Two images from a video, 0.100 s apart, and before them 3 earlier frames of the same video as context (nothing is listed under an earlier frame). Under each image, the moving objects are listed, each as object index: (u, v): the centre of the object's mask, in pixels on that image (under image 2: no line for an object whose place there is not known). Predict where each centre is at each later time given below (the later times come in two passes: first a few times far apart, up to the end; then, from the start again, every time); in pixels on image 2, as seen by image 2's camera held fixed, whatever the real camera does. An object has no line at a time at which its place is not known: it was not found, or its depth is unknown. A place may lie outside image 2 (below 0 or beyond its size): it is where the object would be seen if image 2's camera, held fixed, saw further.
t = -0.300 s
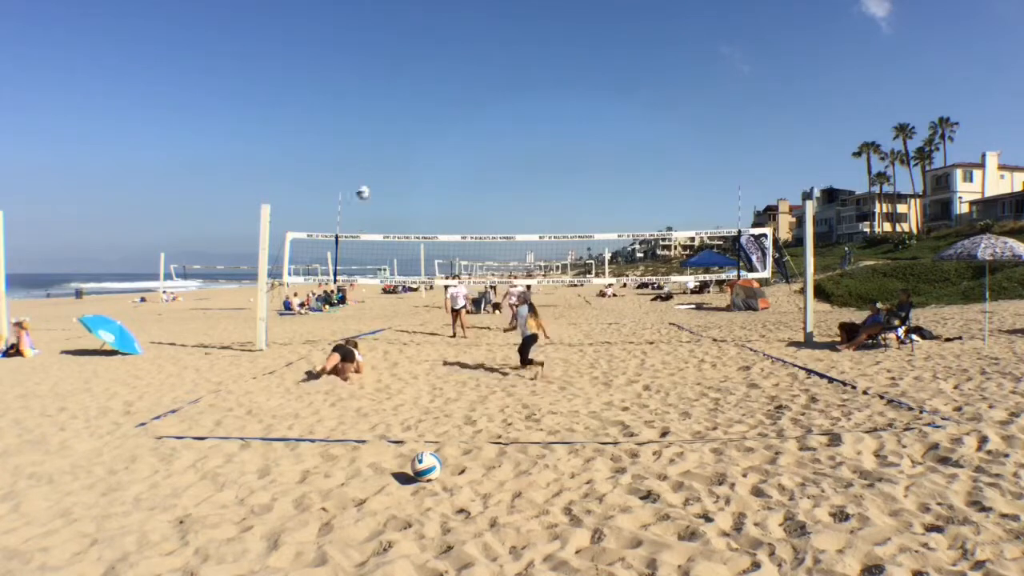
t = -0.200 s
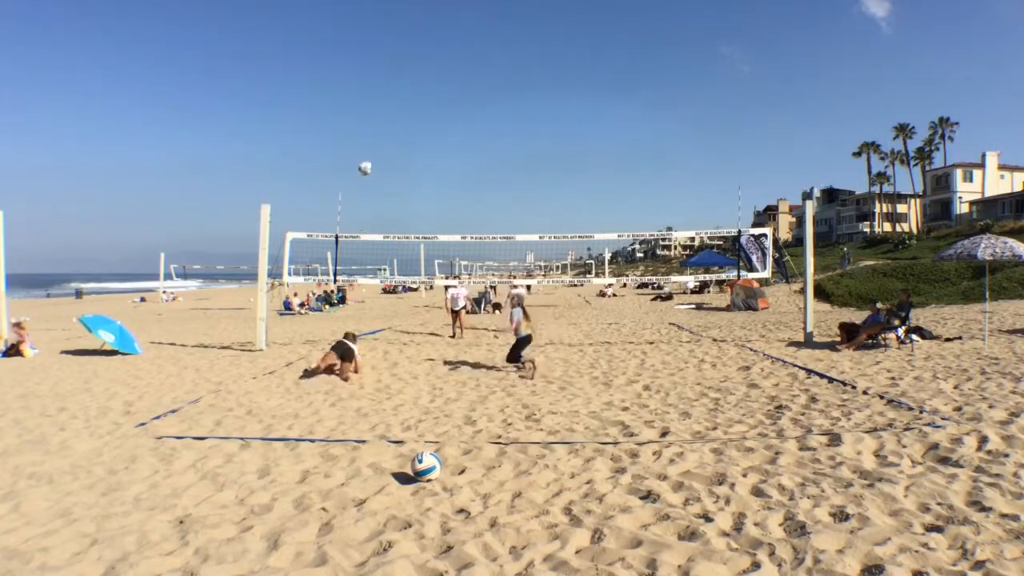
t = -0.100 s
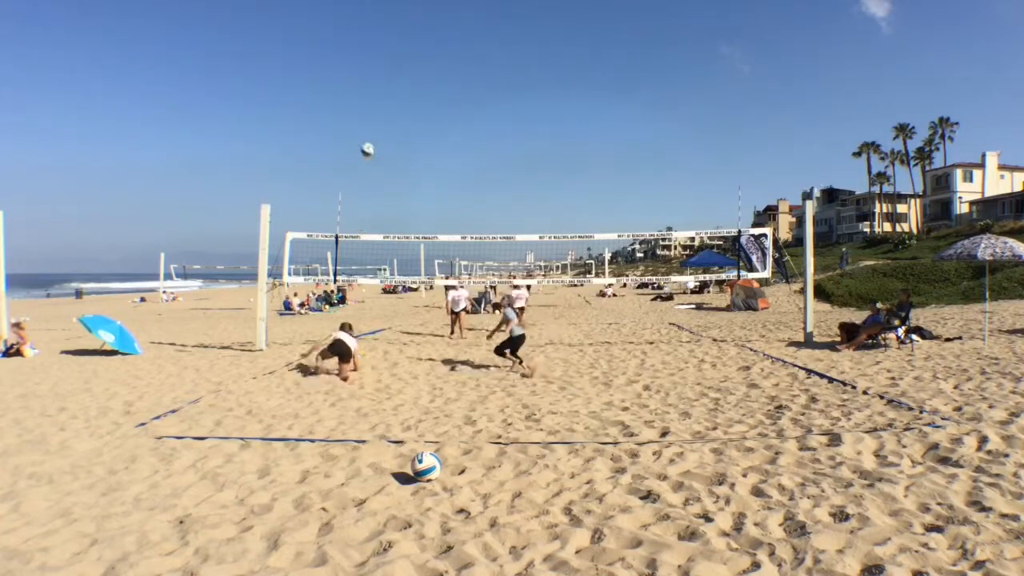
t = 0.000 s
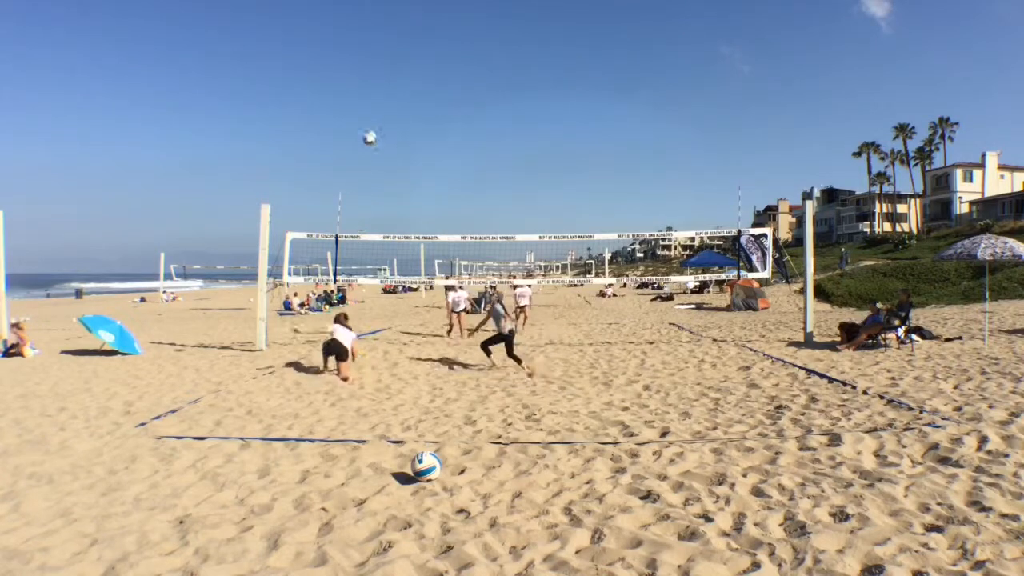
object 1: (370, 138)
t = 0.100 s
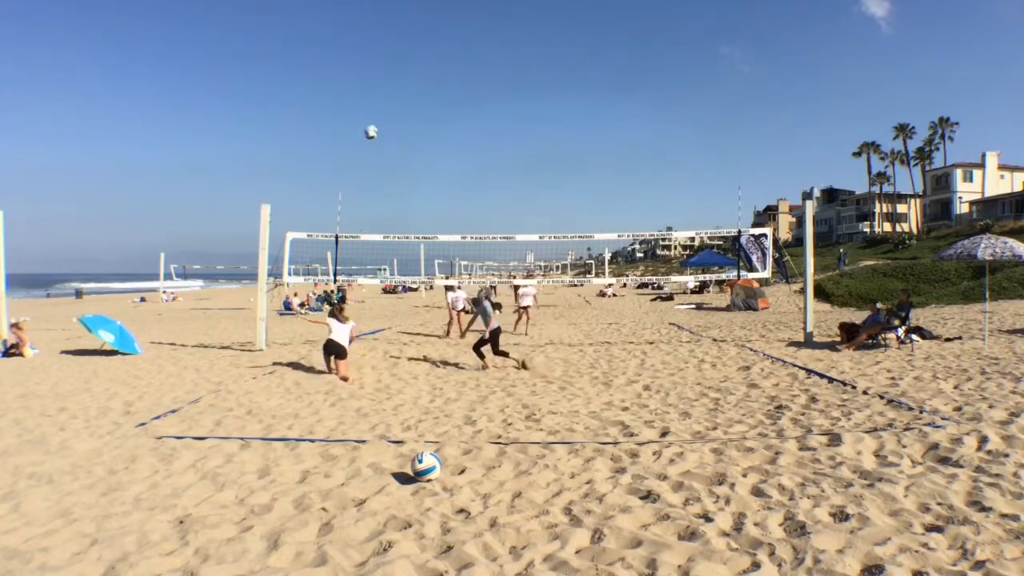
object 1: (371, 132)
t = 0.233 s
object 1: (373, 134)
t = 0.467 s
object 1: (377, 163)
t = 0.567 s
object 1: (379, 185)
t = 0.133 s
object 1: (371, 132)
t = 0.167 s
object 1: (372, 132)
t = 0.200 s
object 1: (373, 133)
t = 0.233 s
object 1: (373, 134)
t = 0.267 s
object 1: (374, 136)
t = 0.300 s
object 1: (374, 139)
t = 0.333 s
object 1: (375, 143)
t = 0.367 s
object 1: (376, 147)
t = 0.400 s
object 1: (376, 151)
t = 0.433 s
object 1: (377, 158)
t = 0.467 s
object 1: (377, 163)
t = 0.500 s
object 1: (377, 170)
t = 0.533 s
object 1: (378, 177)
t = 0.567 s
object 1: (379, 185)
